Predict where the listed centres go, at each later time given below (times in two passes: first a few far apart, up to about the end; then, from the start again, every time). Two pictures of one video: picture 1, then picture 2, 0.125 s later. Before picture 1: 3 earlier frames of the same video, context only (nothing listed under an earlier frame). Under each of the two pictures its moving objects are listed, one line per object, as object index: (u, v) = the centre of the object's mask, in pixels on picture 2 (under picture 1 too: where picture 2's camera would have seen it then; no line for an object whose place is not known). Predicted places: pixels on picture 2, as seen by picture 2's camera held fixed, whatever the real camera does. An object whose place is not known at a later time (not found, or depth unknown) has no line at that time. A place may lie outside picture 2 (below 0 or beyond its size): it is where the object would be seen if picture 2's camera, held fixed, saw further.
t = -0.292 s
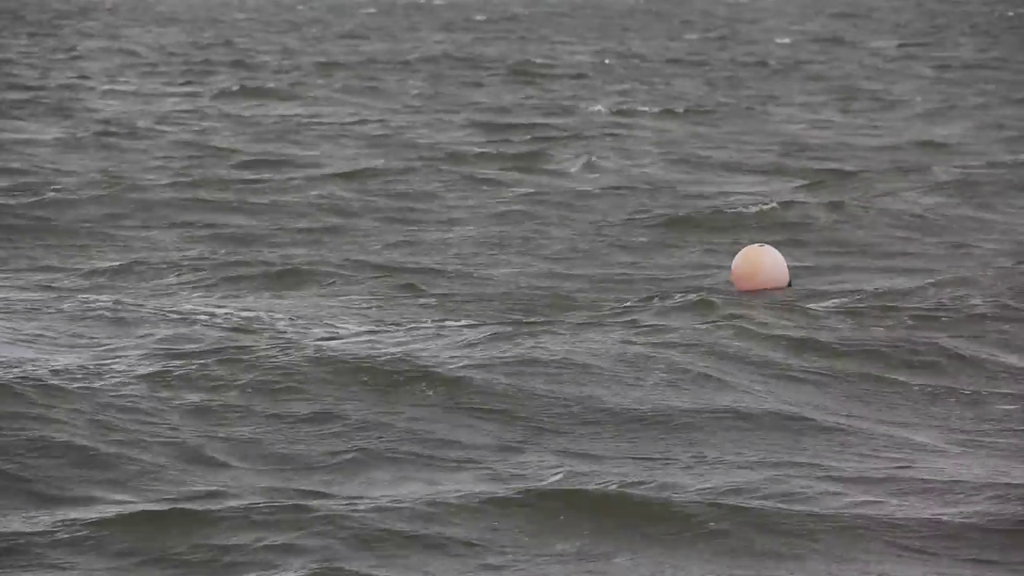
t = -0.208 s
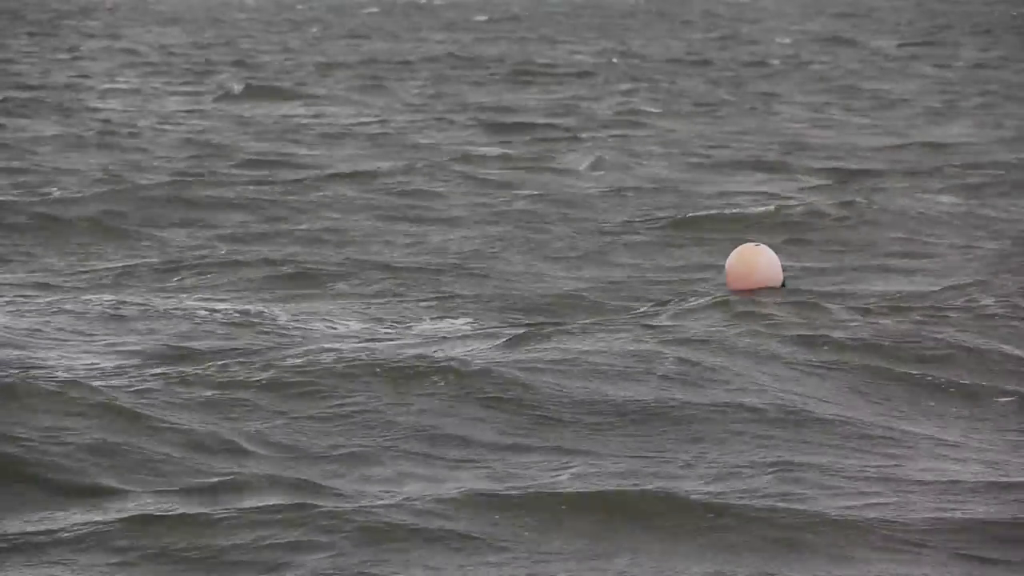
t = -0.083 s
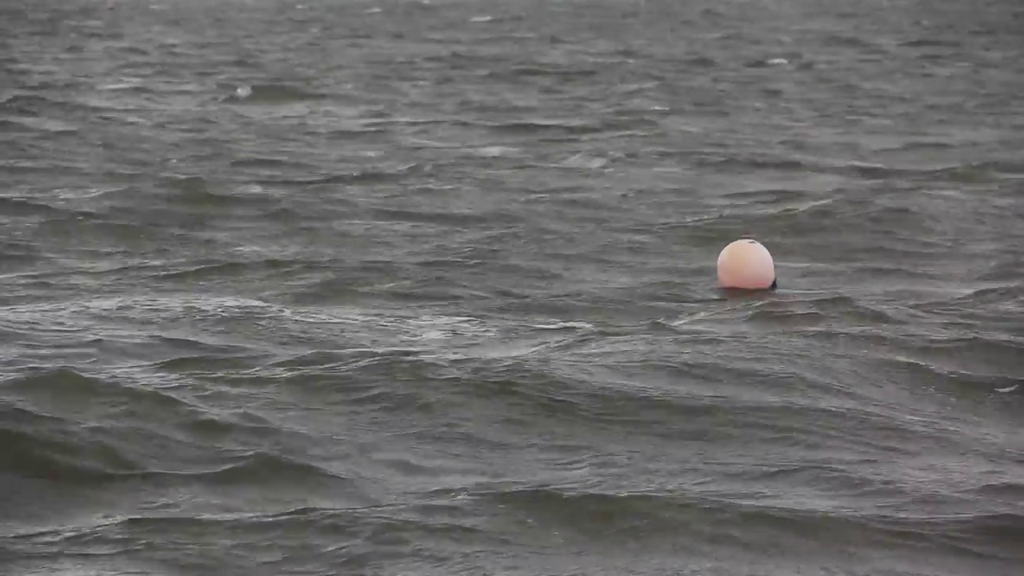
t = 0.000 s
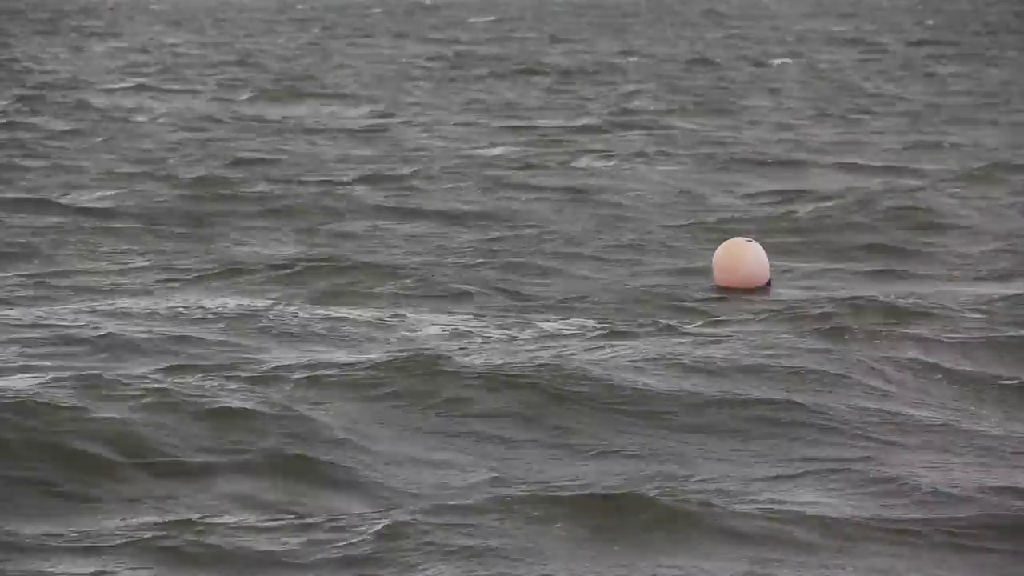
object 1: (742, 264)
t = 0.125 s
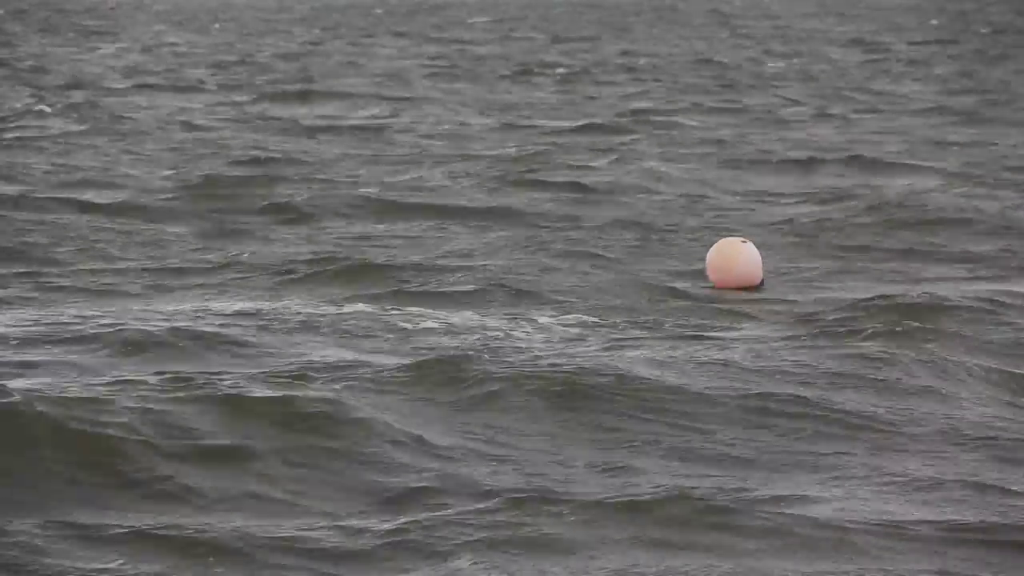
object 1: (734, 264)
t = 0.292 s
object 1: (723, 267)
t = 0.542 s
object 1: (715, 257)
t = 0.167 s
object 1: (732, 265)
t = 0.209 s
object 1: (728, 265)
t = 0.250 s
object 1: (726, 266)
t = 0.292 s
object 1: (723, 267)
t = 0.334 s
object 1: (722, 264)
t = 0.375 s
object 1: (720, 263)
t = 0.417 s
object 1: (718, 261)
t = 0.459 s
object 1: (717, 260)
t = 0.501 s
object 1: (716, 259)
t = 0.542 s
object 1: (715, 257)
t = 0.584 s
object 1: (716, 255)
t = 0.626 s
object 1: (716, 253)
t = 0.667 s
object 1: (716, 251)
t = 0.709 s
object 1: (716, 250)
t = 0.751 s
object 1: (715, 249)
